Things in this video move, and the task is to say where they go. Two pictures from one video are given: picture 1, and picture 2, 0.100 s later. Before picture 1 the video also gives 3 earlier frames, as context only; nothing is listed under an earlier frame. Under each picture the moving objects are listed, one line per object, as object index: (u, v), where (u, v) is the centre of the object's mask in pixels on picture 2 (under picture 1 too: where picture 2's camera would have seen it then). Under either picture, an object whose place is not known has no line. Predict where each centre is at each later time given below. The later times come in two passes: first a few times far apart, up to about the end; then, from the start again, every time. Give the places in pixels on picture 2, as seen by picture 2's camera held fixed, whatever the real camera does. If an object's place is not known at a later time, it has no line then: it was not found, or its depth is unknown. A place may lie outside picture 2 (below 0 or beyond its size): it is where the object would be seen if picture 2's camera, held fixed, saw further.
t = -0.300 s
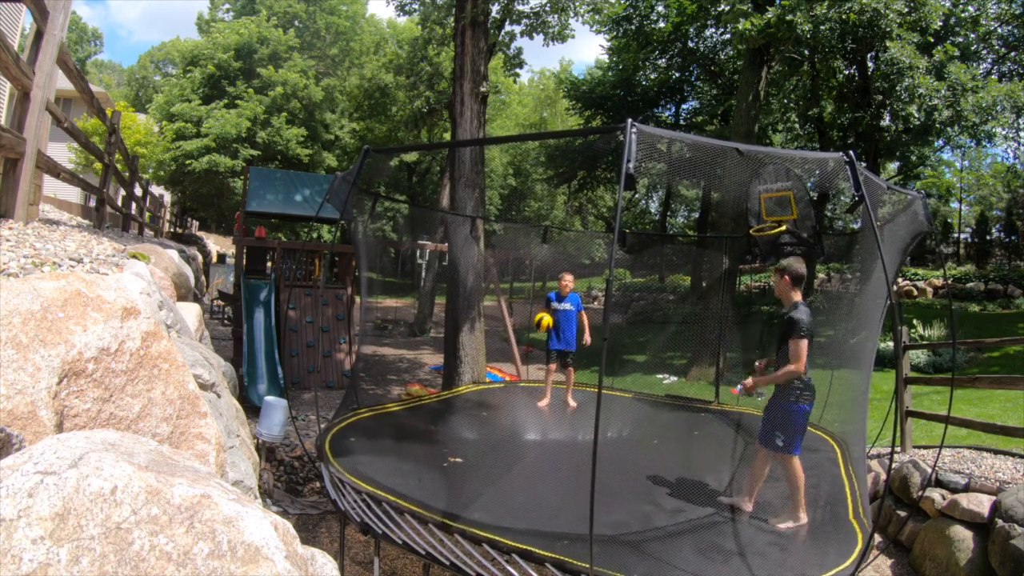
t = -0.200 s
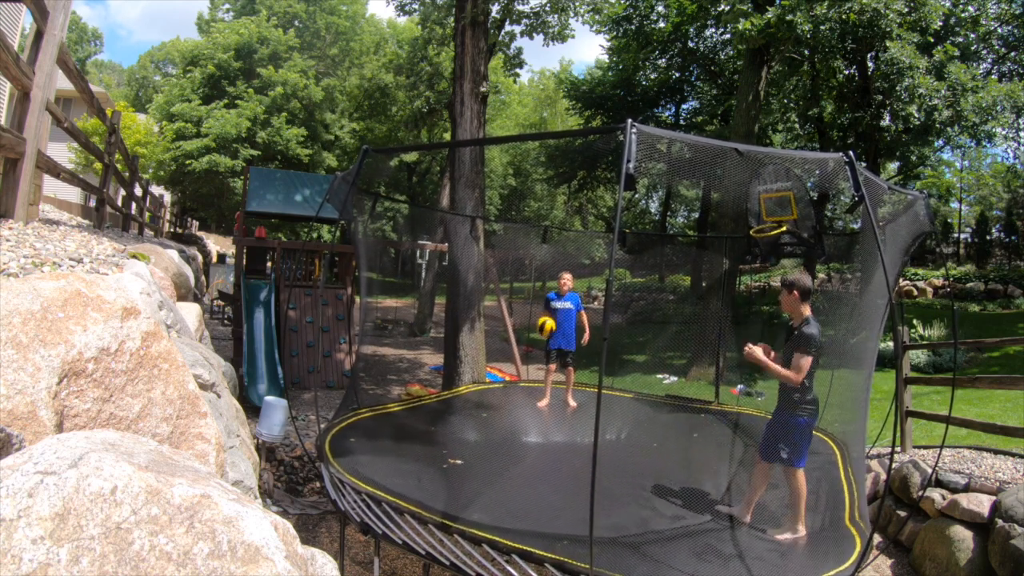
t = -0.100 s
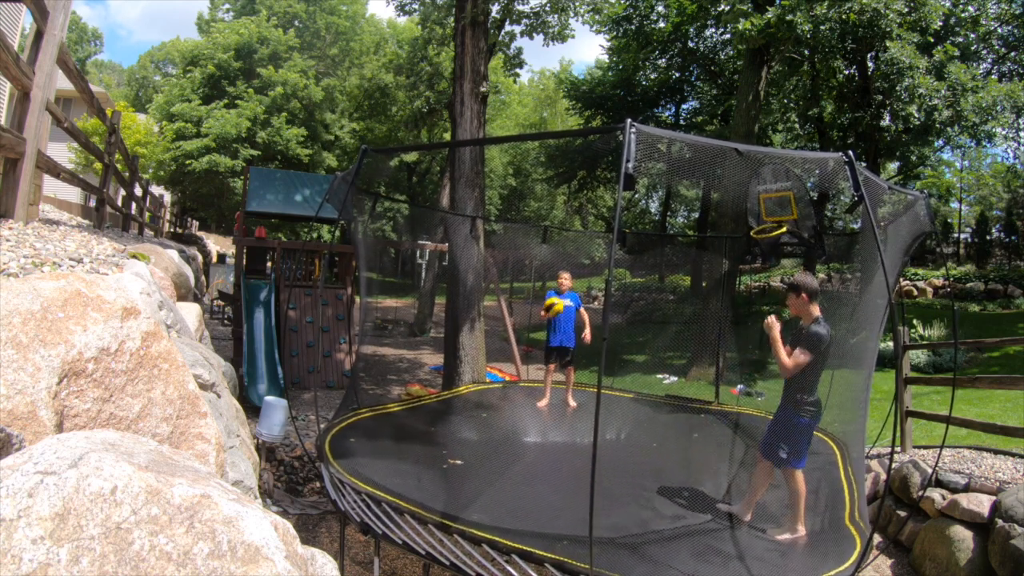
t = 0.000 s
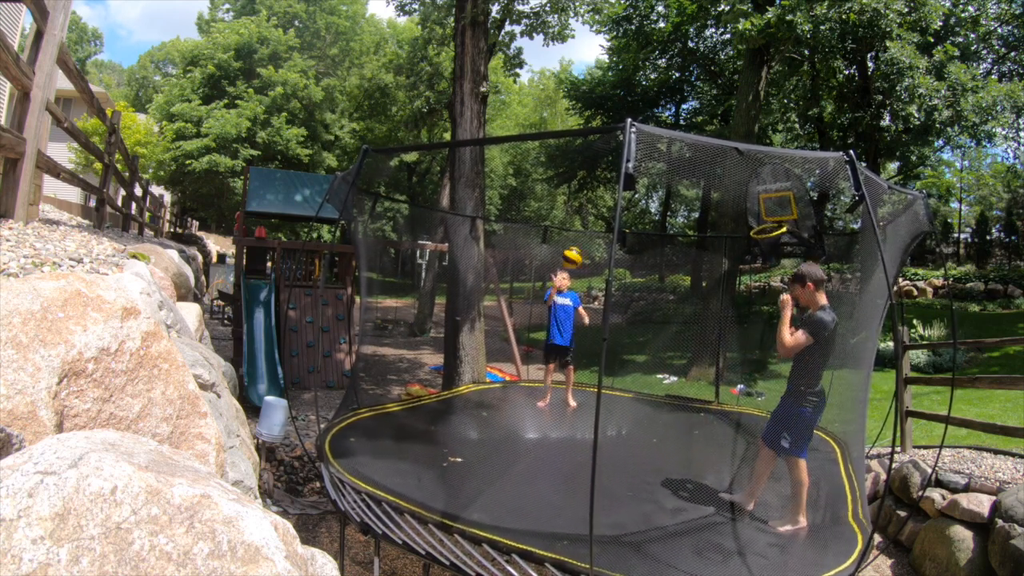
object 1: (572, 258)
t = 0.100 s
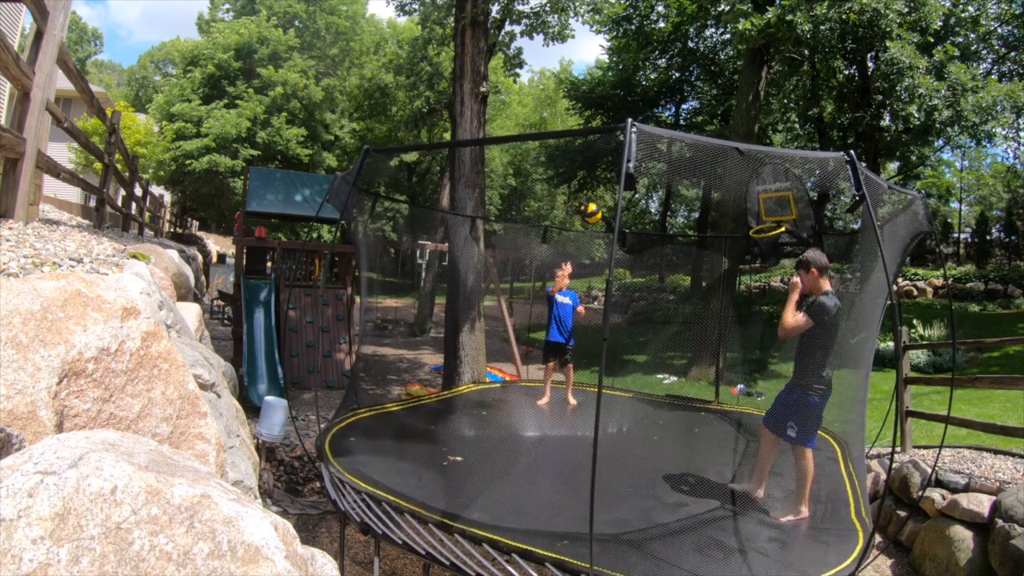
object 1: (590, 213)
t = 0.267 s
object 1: (618, 157)
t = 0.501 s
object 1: (672, 121)
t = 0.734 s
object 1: (728, 156)
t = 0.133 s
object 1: (597, 200)
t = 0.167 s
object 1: (604, 188)
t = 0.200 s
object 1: (610, 177)
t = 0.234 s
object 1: (615, 167)
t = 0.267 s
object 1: (618, 157)
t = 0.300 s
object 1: (639, 148)
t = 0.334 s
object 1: (641, 141)
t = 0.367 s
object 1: (648, 133)
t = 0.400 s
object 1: (652, 123)
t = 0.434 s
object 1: (658, 122)
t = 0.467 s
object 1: (665, 122)
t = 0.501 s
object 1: (672, 121)
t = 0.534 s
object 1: (679, 122)
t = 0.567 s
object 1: (688, 124)
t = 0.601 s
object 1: (695, 126)
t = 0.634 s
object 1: (702, 128)
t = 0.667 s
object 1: (711, 132)
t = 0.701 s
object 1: (721, 137)
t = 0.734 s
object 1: (728, 156)
